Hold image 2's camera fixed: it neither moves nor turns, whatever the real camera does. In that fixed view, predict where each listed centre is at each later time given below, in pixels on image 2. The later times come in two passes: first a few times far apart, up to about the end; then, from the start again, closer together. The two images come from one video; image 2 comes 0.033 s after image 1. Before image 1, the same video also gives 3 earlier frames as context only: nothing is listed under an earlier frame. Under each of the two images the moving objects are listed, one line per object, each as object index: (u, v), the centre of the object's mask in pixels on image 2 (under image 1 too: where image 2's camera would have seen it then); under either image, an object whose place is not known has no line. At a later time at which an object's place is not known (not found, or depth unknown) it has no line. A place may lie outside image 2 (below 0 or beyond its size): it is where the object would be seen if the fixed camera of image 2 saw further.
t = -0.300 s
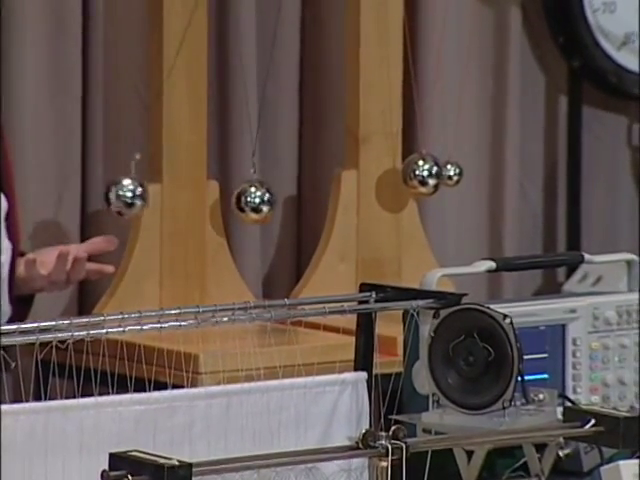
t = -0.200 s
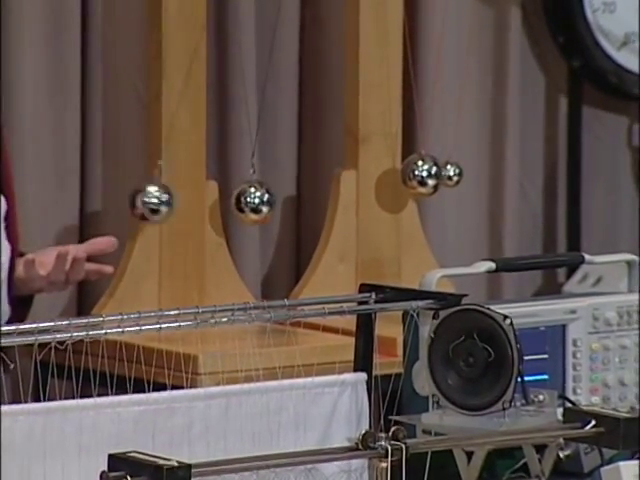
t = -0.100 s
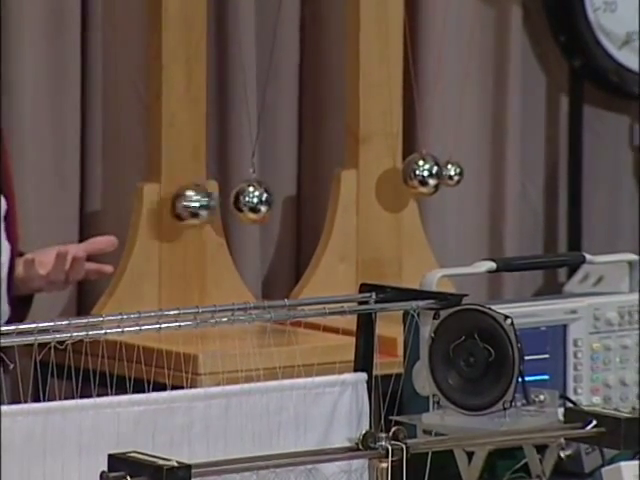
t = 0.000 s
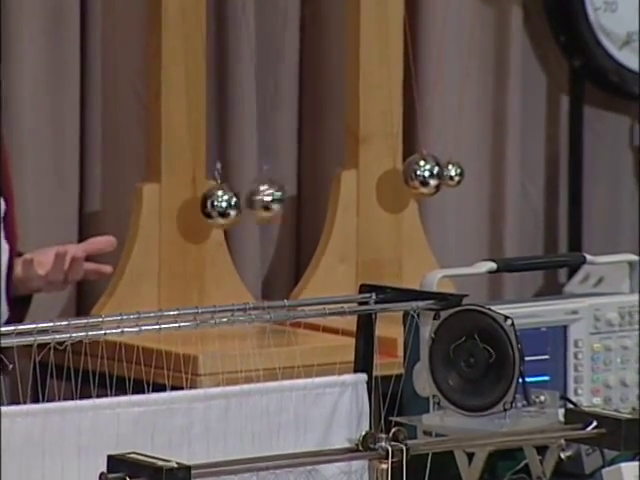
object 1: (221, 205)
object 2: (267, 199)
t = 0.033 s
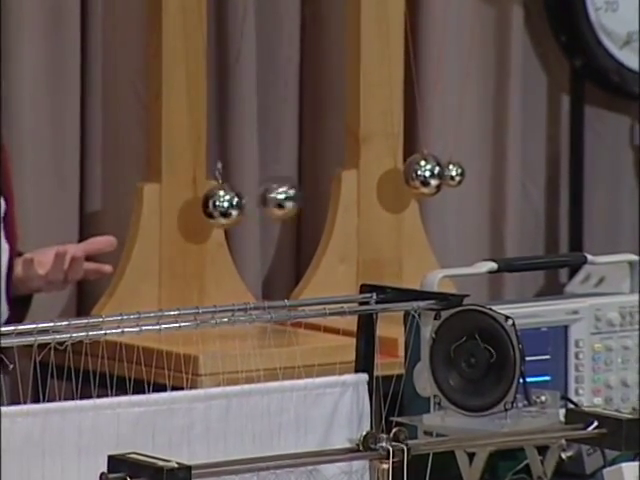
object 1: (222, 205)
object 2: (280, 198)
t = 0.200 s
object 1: (217, 205)
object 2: (336, 184)
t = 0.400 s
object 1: (215, 202)
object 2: (347, 180)
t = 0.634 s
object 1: (215, 206)
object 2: (284, 197)
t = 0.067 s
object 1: (222, 202)
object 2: (293, 197)
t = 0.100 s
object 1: (222, 202)
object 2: (304, 194)
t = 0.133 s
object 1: (221, 202)
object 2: (313, 190)
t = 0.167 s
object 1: (219, 206)
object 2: (325, 186)
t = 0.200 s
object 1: (217, 205)
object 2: (336, 184)
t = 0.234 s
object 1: (216, 201)
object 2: (342, 182)
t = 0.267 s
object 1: (215, 201)
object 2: (348, 180)
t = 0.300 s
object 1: (214, 201)
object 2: (351, 179)
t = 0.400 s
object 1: (215, 202)
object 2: (347, 180)
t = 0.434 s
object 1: (216, 206)
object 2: (342, 182)
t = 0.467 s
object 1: (217, 202)
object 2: (335, 184)
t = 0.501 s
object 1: (218, 206)
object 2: (325, 184)
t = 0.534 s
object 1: (218, 203)
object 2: (315, 185)
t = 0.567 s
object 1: (218, 206)
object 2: (306, 192)
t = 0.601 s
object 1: (217, 202)
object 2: (295, 195)
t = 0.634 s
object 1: (215, 206)
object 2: (284, 197)
